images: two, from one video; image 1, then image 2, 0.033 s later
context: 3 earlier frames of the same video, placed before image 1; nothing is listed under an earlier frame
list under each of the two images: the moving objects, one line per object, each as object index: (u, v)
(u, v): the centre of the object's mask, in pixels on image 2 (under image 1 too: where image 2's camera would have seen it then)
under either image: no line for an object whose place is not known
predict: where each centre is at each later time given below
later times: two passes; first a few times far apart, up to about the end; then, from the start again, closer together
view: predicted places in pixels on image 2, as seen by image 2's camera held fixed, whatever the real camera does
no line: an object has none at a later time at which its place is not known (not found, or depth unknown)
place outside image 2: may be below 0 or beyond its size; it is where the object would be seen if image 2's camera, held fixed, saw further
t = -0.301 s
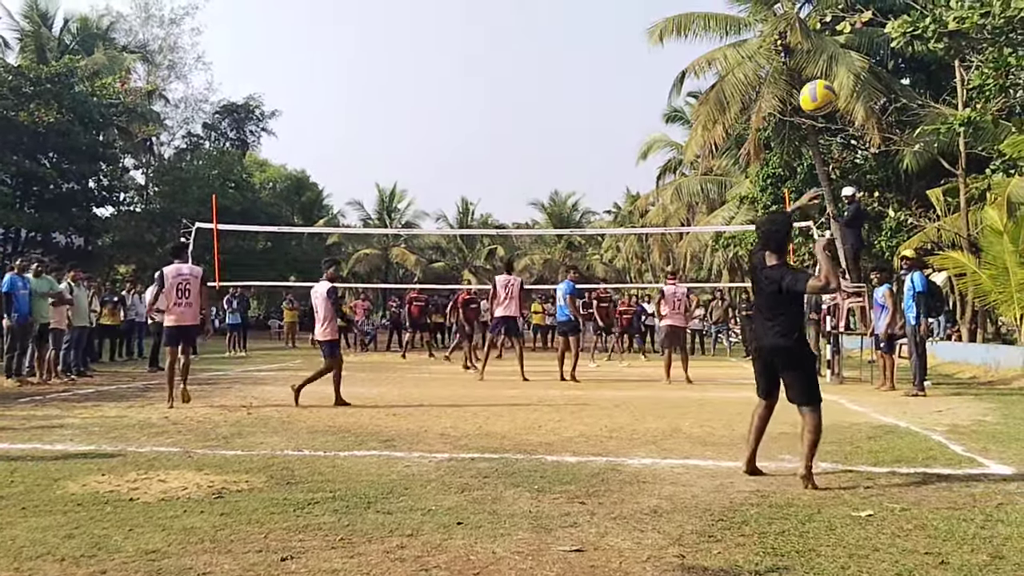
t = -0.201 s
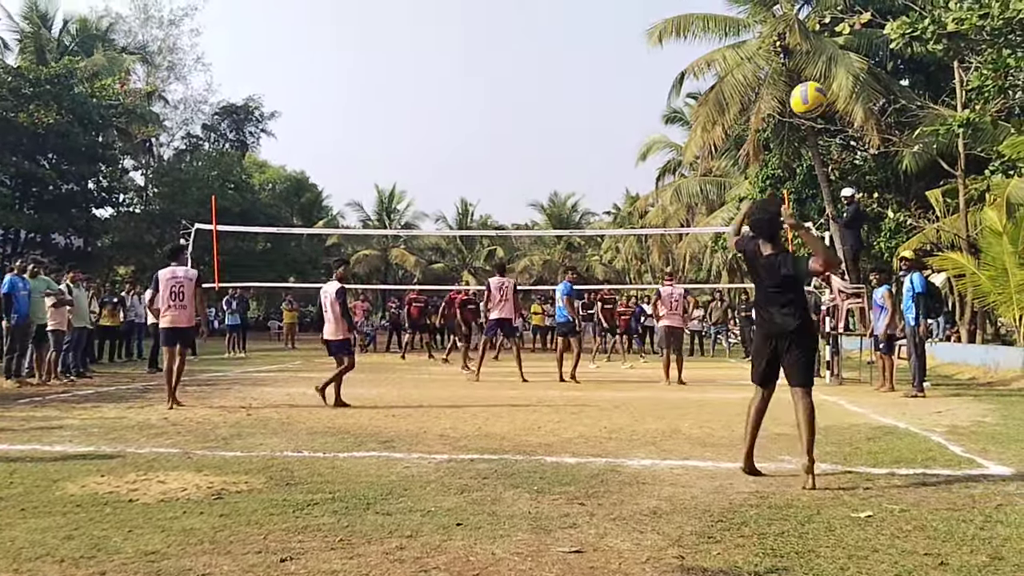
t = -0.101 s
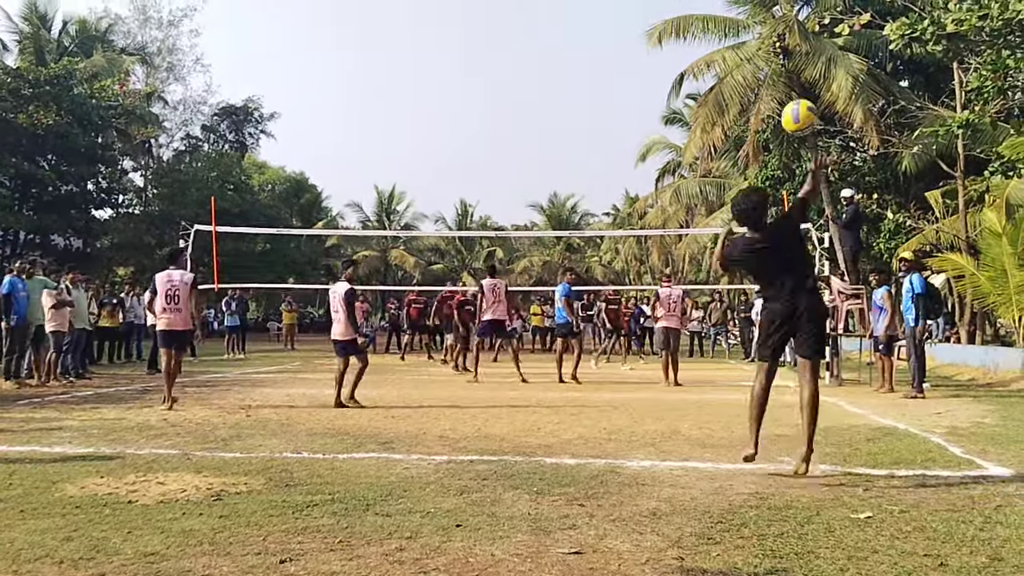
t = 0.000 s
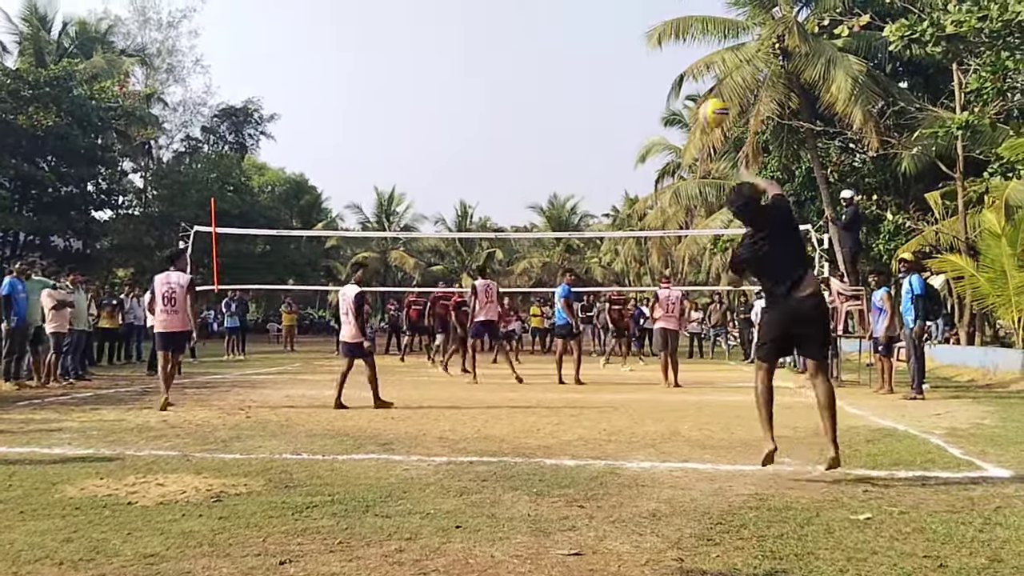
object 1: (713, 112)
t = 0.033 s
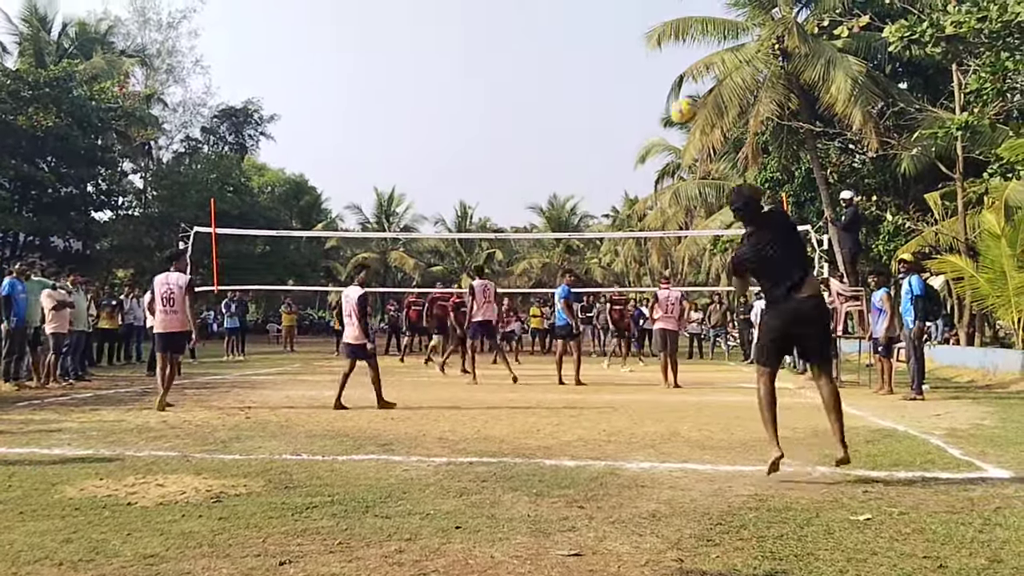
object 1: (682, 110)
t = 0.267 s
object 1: (558, 134)
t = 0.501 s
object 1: (492, 192)
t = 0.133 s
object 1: (617, 114)
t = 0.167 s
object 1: (599, 118)
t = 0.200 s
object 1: (585, 123)
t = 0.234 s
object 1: (570, 129)
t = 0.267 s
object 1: (558, 134)
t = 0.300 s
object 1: (546, 142)
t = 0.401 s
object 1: (516, 165)
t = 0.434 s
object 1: (508, 174)
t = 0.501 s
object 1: (492, 192)
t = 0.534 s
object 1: (486, 201)
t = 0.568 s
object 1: (480, 211)
